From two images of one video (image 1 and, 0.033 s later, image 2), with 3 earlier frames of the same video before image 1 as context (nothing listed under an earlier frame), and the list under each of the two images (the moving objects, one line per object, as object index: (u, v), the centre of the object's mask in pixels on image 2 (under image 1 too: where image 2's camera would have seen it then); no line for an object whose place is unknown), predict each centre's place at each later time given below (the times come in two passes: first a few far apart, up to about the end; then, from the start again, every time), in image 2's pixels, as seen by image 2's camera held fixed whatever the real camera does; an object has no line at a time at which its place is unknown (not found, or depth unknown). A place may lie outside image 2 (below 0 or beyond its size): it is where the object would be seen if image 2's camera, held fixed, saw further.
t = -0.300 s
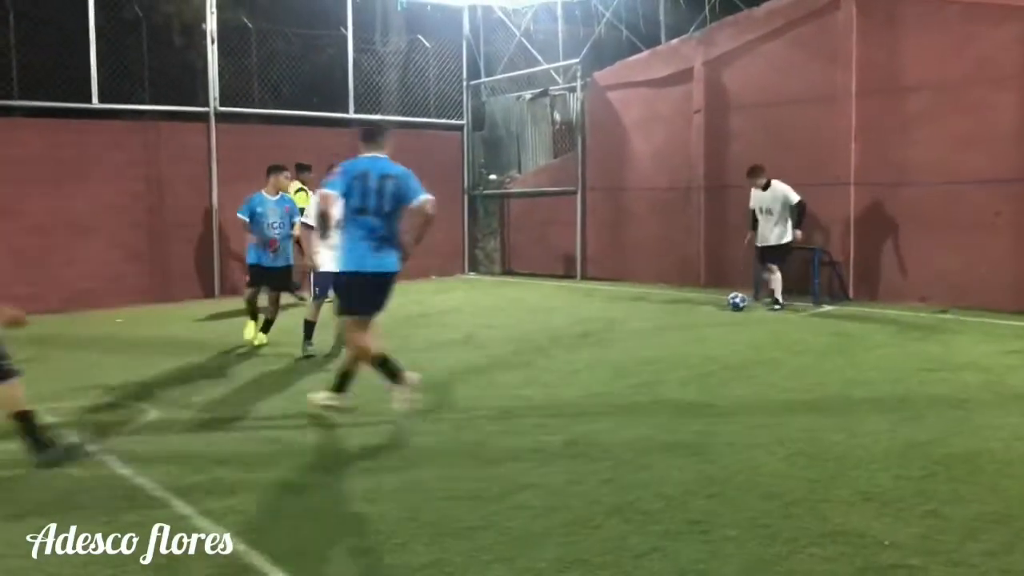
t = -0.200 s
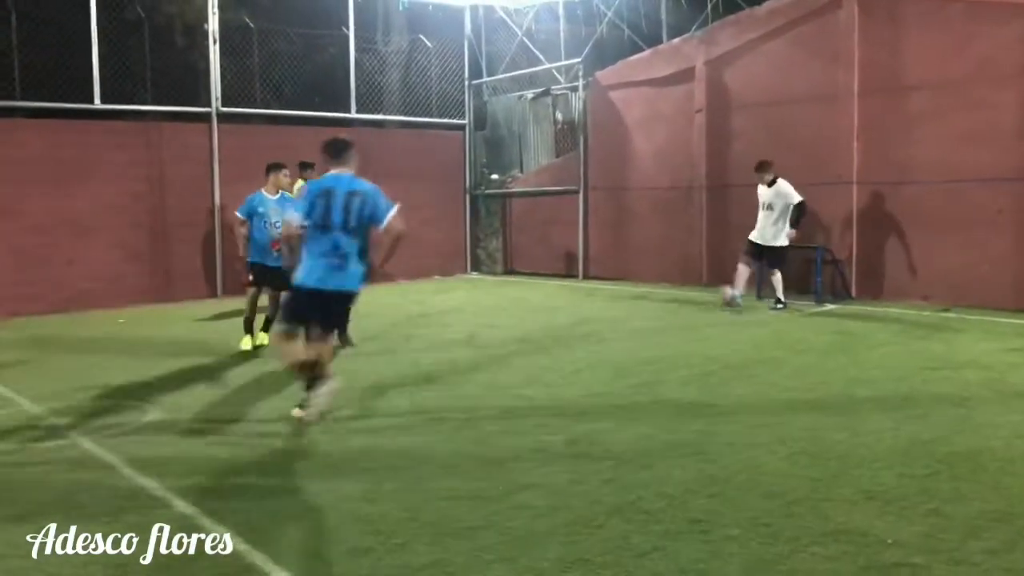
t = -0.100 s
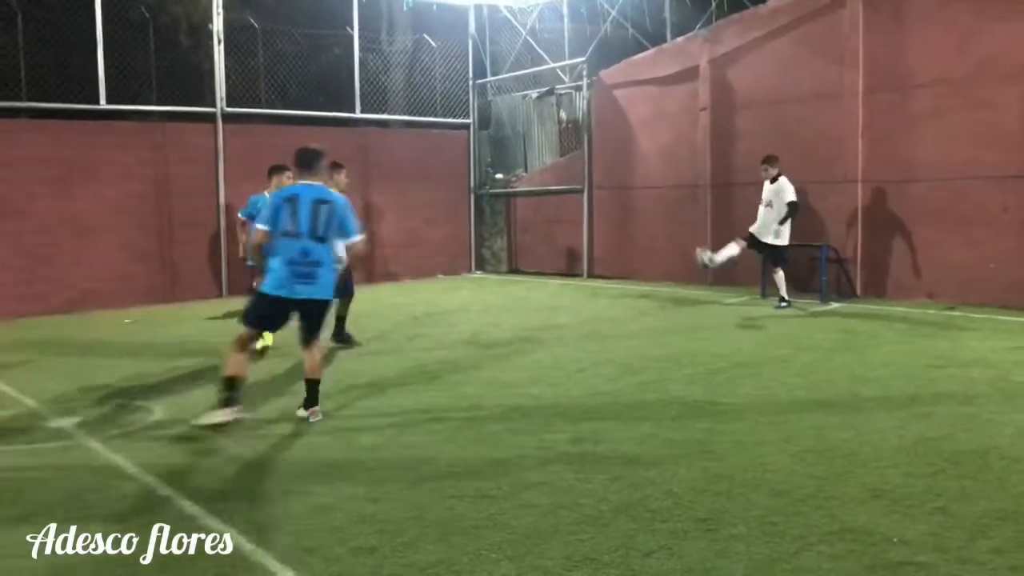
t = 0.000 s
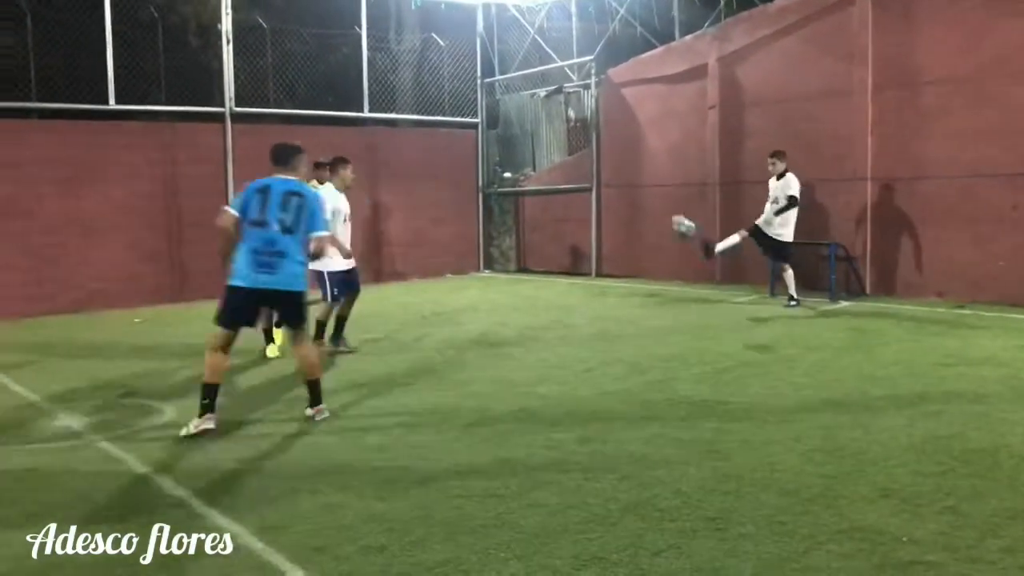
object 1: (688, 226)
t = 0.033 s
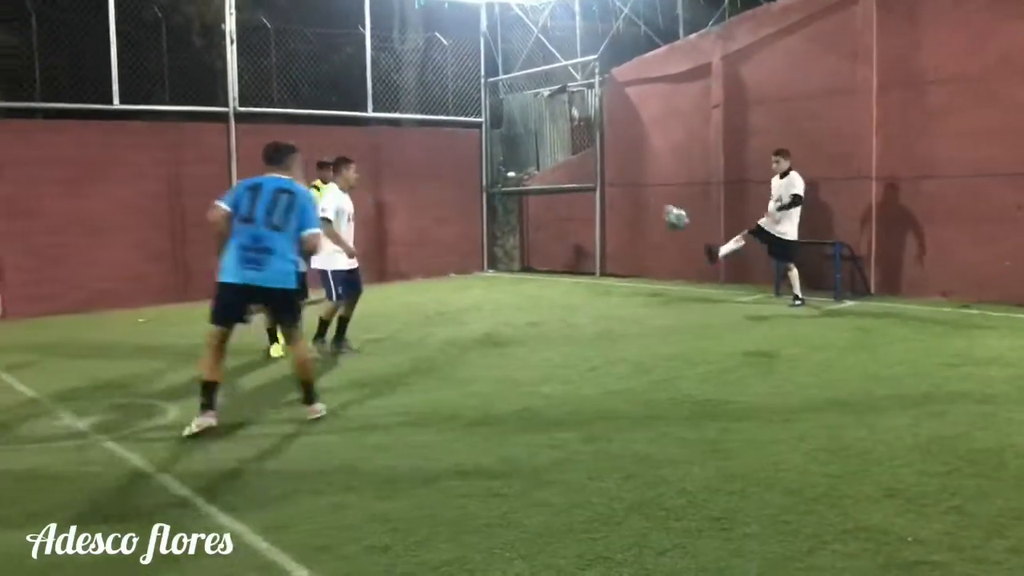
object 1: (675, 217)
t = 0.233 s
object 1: (596, 184)
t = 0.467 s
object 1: (473, 204)
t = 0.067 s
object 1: (664, 209)
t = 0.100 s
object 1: (652, 203)
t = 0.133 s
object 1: (639, 195)
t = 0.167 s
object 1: (626, 190)
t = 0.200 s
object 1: (612, 186)
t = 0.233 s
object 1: (596, 184)
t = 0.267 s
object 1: (582, 182)
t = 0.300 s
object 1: (566, 182)
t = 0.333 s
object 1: (549, 183)
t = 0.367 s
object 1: (531, 186)
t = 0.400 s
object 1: (510, 189)
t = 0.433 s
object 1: (494, 196)
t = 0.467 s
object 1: (473, 204)
